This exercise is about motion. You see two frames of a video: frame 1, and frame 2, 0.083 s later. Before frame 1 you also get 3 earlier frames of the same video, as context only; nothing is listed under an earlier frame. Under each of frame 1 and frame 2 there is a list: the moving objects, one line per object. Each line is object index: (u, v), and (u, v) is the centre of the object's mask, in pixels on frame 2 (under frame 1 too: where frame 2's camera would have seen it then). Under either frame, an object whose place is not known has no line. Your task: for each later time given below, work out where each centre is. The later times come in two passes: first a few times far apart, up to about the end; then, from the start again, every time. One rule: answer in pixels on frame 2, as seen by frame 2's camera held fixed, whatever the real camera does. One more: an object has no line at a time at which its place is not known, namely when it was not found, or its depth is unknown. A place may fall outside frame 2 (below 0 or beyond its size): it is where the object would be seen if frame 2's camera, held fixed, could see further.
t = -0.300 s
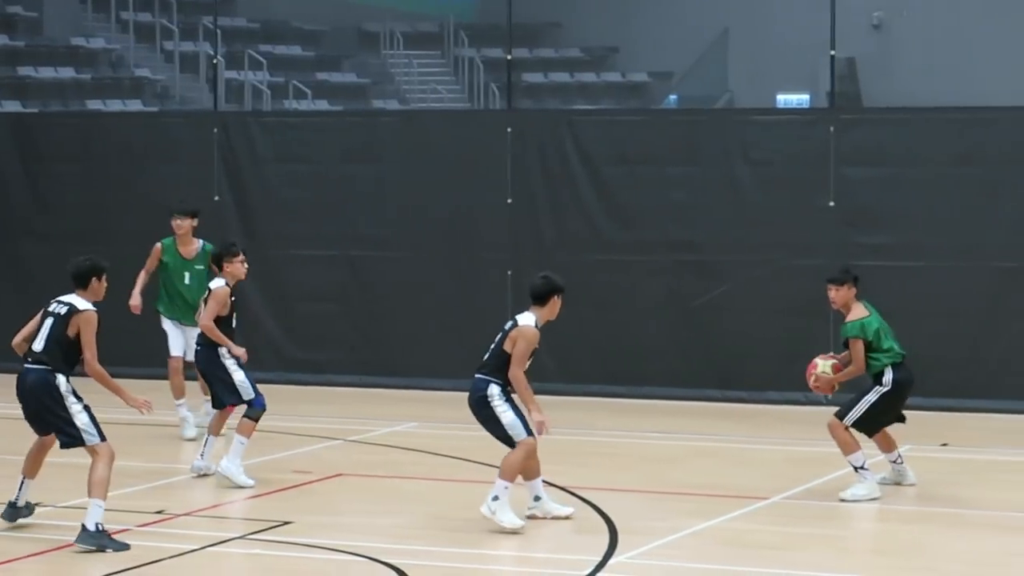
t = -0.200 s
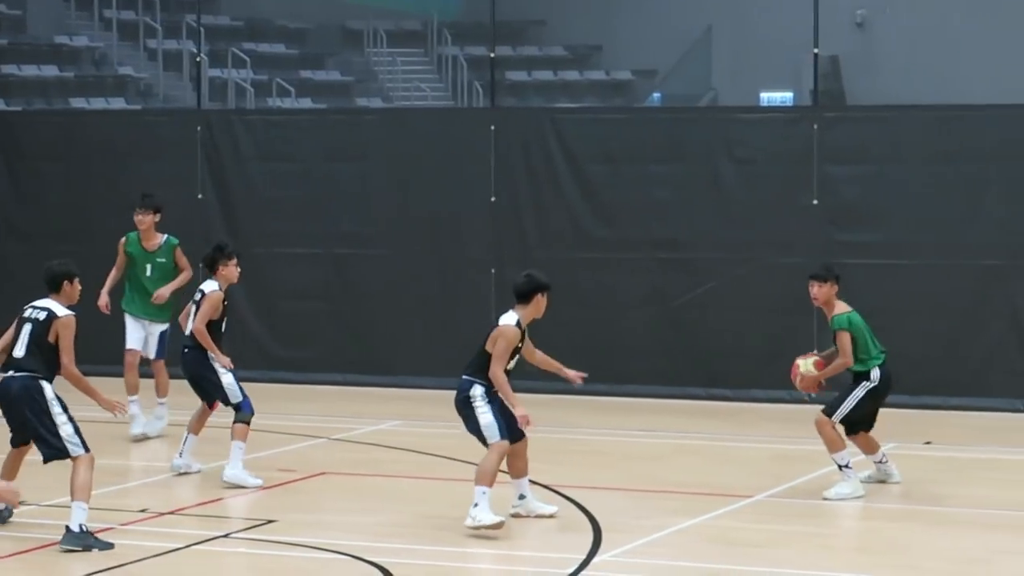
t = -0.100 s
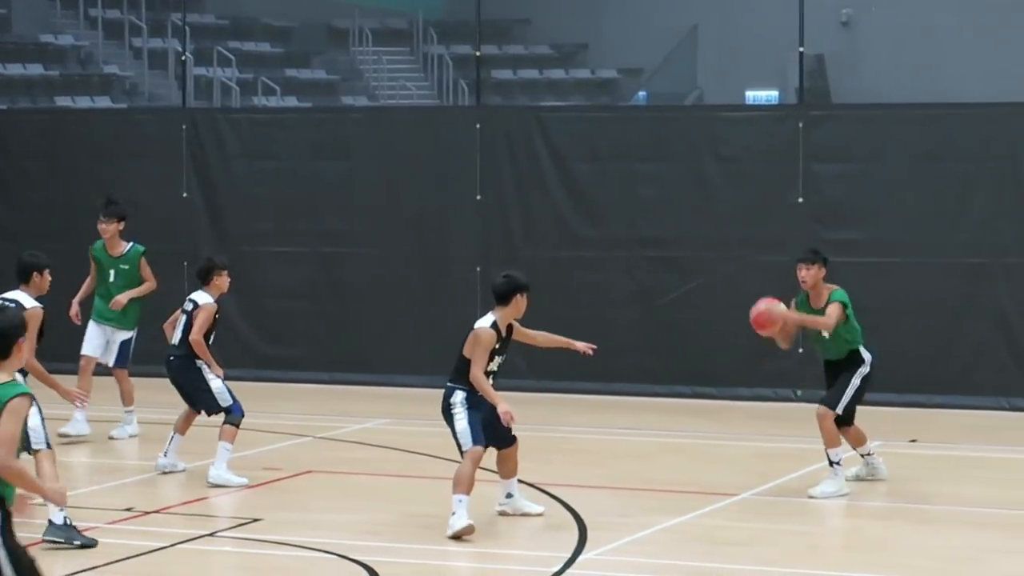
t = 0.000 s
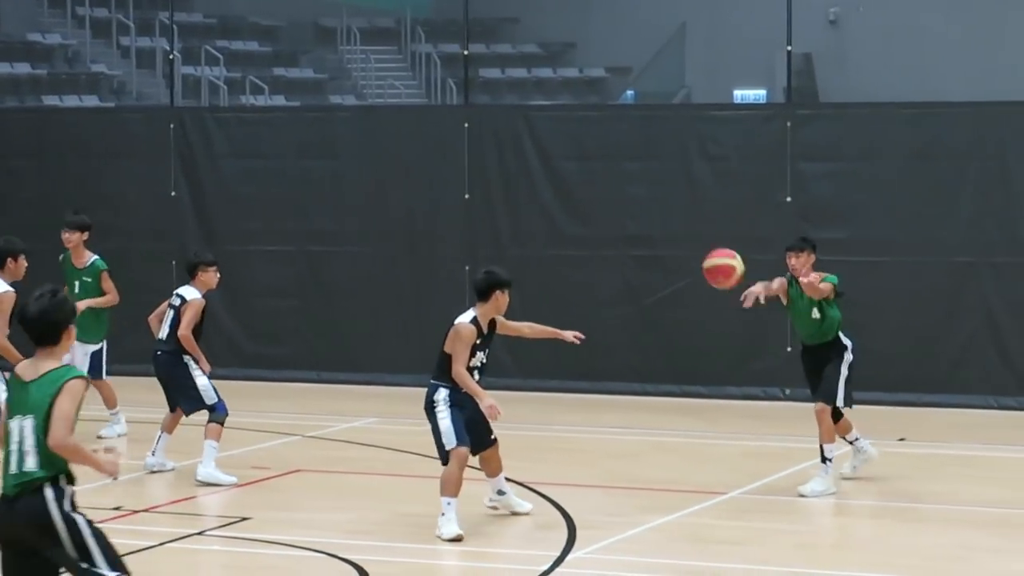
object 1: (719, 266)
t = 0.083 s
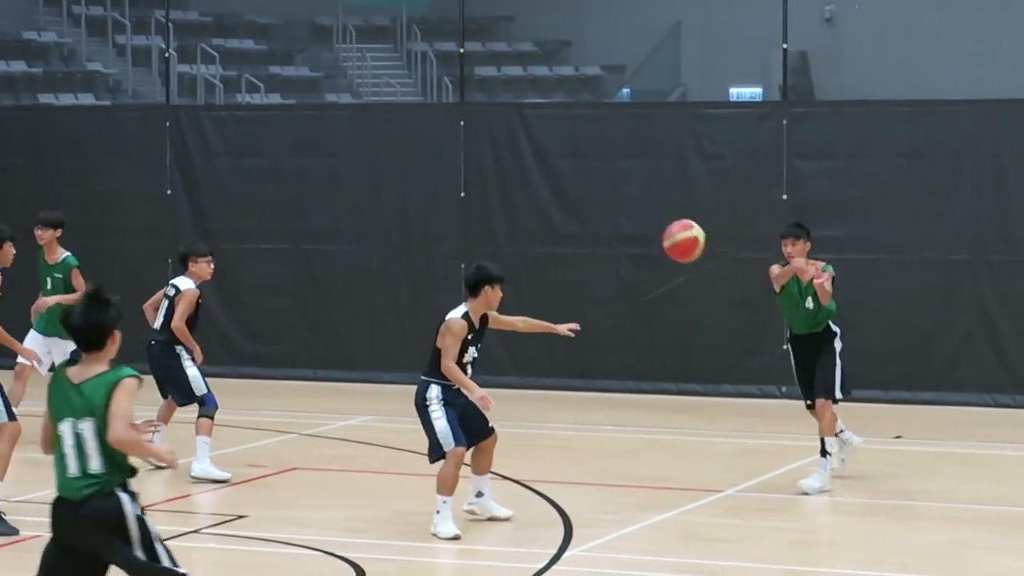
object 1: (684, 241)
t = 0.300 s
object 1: (575, 217)
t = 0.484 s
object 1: (459, 260)
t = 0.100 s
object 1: (677, 237)
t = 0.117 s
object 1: (669, 233)
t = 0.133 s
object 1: (661, 229)
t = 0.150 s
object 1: (653, 226)
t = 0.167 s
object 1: (645, 223)
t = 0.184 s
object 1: (637, 221)
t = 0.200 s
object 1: (629, 219)
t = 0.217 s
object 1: (620, 218)
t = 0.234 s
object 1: (612, 217)
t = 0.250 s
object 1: (602, 216)
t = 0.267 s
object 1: (594, 216)
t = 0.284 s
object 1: (584, 216)
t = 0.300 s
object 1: (575, 217)
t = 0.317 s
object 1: (565, 218)
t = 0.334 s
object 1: (556, 219)
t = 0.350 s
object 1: (546, 221)
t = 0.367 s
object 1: (535, 224)
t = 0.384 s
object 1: (525, 227)
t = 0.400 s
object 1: (515, 231)
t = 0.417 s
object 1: (504, 236)
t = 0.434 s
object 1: (493, 241)
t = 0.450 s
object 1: (482, 247)
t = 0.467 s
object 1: (471, 253)
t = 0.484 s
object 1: (459, 260)
